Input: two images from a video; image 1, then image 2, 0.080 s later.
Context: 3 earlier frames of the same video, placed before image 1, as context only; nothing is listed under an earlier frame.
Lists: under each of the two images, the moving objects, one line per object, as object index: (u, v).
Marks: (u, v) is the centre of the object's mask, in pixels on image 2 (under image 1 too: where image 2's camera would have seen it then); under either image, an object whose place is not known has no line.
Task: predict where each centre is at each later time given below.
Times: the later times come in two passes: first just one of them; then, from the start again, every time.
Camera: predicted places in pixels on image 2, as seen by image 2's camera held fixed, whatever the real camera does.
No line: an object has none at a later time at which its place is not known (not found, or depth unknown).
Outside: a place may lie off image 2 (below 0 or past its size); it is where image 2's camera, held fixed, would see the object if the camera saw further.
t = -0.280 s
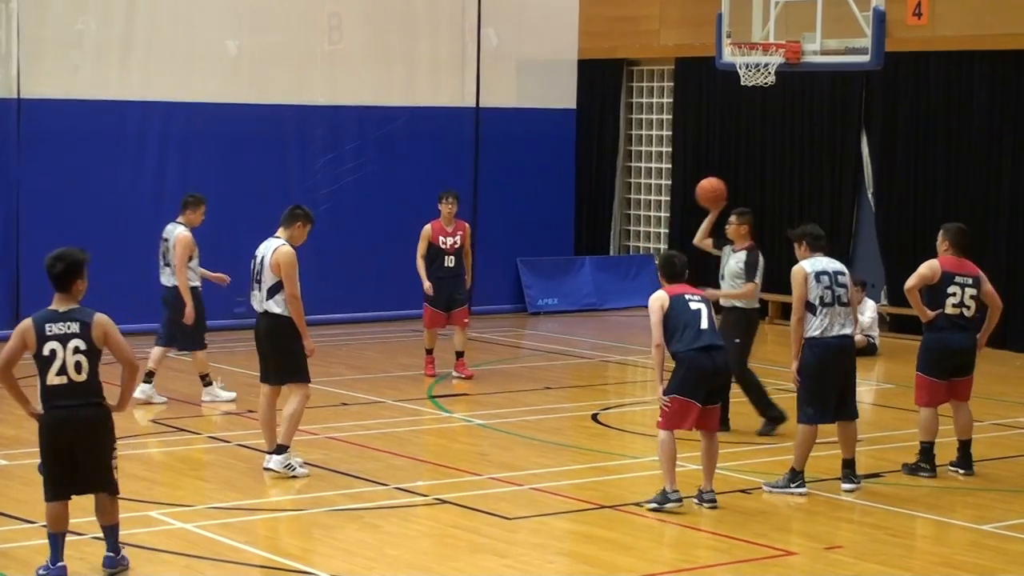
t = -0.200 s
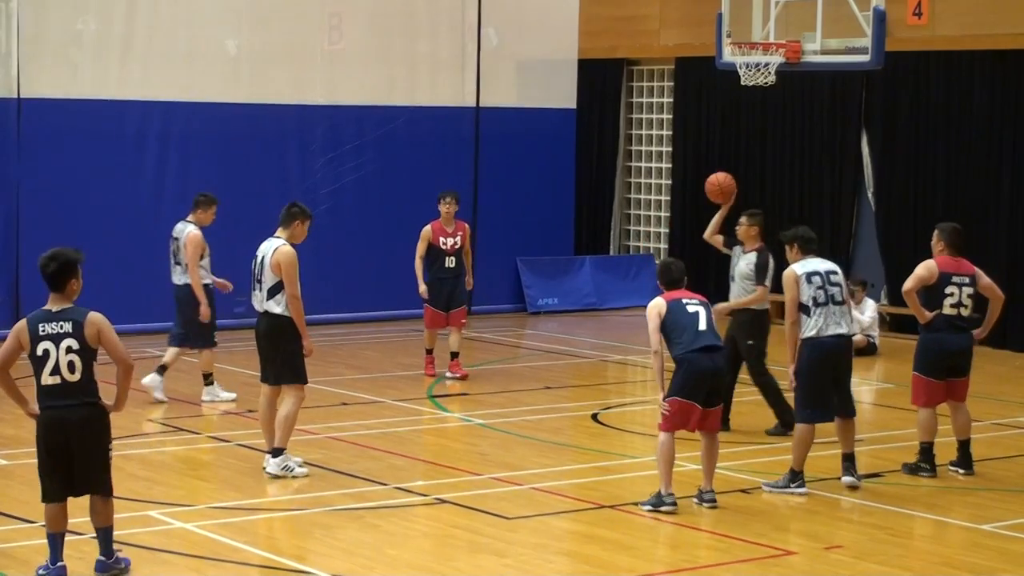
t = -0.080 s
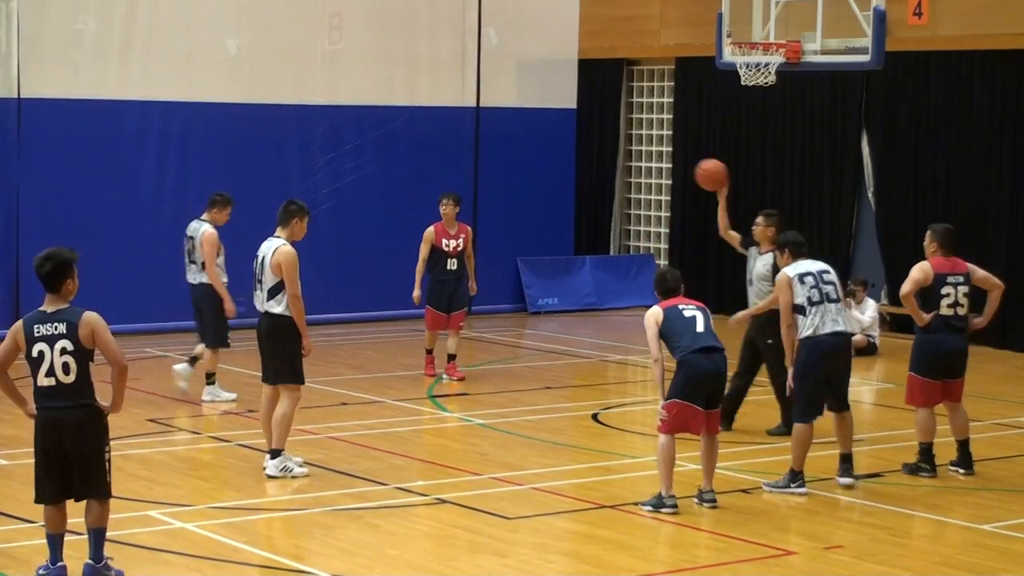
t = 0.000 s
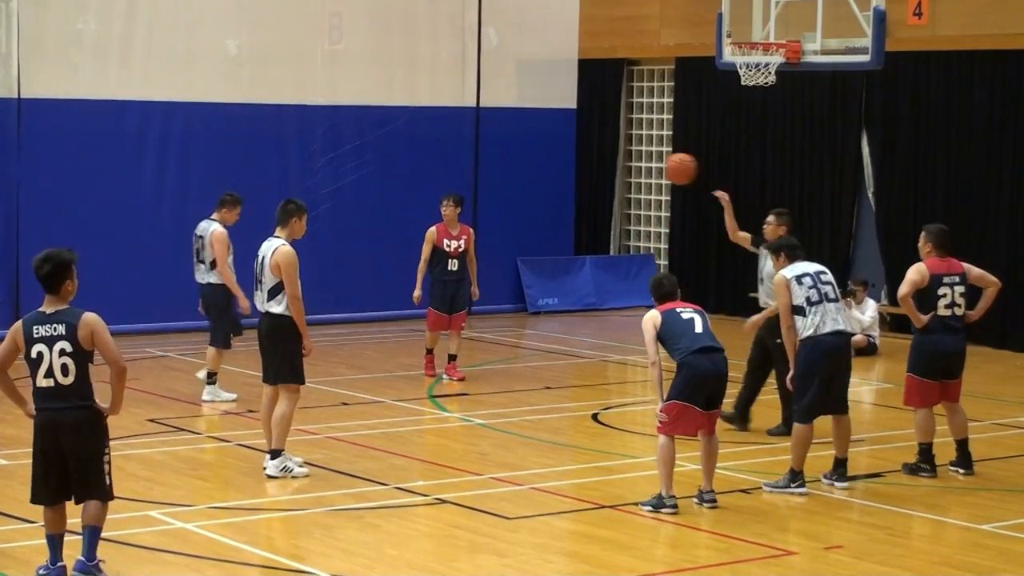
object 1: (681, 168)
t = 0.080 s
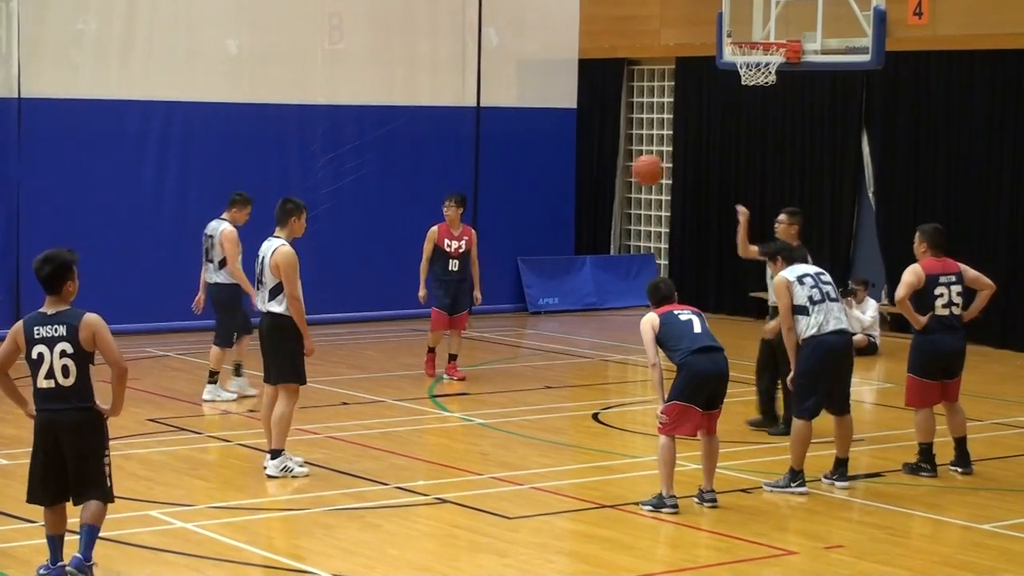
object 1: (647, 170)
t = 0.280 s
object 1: (563, 213)
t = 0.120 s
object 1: (630, 174)
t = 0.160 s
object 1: (613, 181)
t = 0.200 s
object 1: (597, 190)
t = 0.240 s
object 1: (581, 200)
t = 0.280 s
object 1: (563, 213)
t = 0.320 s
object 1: (546, 228)
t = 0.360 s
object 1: (528, 245)
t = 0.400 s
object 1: (510, 265)
